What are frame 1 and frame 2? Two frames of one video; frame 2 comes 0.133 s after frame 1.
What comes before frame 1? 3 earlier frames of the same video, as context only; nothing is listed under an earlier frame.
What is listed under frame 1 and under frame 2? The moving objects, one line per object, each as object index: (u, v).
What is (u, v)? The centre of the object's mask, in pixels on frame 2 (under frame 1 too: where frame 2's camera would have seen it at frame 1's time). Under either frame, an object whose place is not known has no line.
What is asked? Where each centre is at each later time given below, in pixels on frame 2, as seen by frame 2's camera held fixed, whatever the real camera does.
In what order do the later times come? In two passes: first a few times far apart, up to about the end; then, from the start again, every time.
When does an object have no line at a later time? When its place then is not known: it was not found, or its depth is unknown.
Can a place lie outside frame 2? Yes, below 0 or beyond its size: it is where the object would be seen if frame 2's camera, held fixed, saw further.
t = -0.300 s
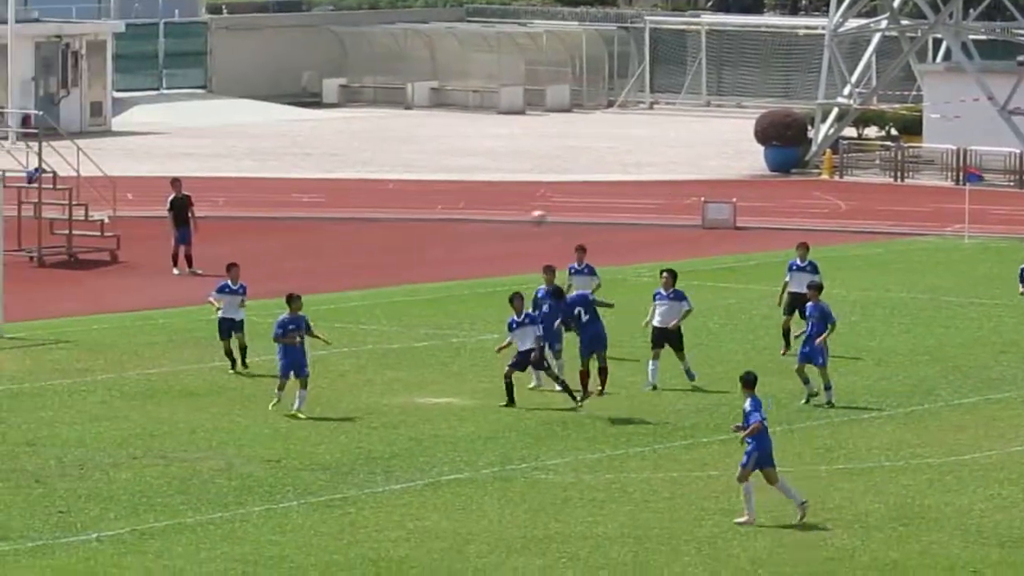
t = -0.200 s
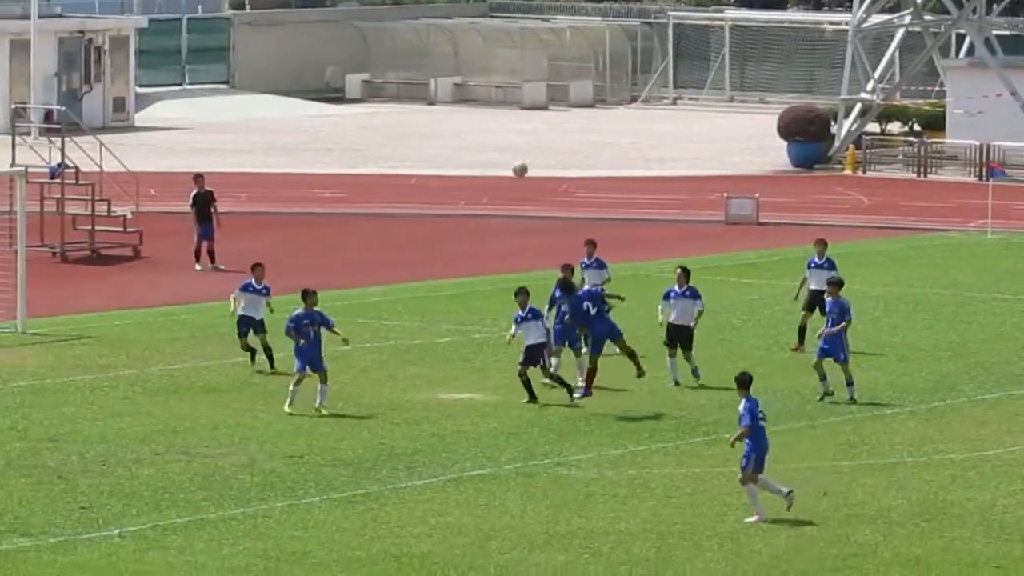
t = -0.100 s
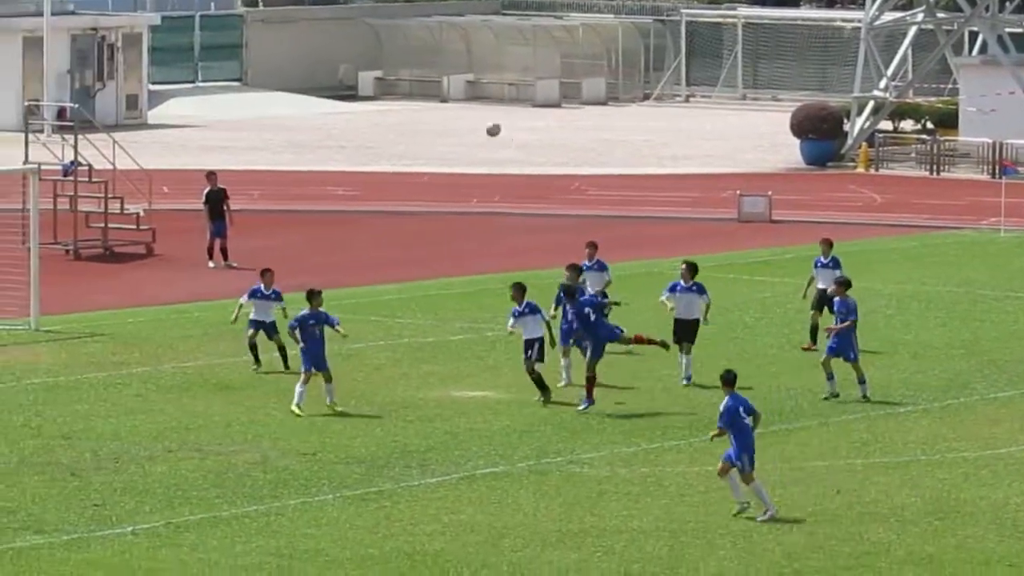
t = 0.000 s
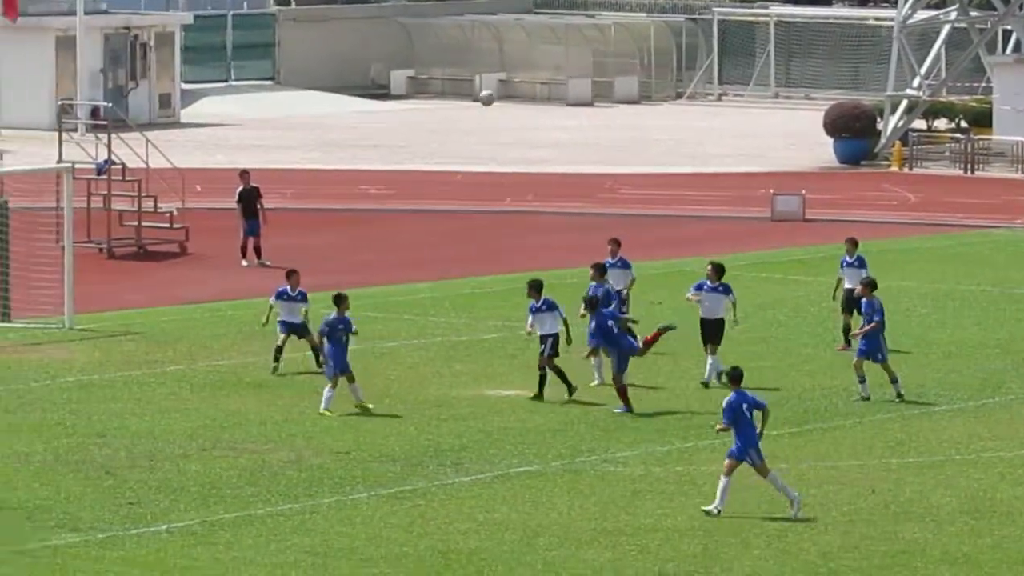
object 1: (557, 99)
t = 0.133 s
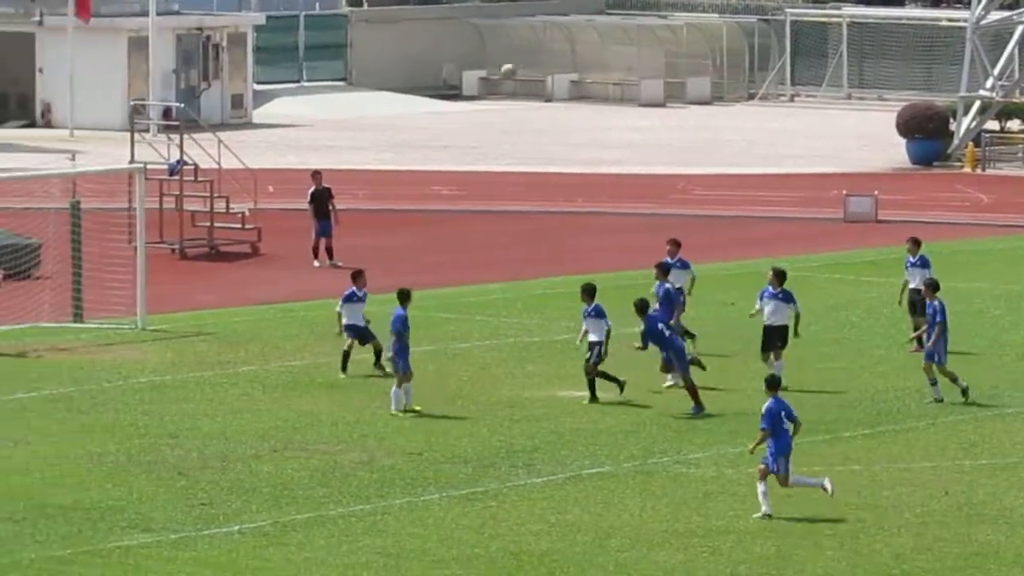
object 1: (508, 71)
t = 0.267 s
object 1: (463, 56)
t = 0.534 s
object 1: (375, 65)
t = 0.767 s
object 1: (302, 116)
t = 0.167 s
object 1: (497, 67)
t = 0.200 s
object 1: (486, 62)
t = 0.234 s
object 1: (473, 58)
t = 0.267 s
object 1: (463, 56)
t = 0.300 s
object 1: (451, 55)
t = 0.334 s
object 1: (440, 54)
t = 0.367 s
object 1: (428, 54)
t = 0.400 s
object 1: (418, 54)
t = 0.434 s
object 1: (406, 56)
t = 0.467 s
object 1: (397, 59)
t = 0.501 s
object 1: (385, 61)
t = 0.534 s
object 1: (375, 65)
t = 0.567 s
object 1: (363, 70)
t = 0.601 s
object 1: (353, 75)
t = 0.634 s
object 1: (343, 82)
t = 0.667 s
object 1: (332, 88)
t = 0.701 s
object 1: (321, 97)
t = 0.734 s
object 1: (312, 106)
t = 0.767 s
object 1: (302, 116)
